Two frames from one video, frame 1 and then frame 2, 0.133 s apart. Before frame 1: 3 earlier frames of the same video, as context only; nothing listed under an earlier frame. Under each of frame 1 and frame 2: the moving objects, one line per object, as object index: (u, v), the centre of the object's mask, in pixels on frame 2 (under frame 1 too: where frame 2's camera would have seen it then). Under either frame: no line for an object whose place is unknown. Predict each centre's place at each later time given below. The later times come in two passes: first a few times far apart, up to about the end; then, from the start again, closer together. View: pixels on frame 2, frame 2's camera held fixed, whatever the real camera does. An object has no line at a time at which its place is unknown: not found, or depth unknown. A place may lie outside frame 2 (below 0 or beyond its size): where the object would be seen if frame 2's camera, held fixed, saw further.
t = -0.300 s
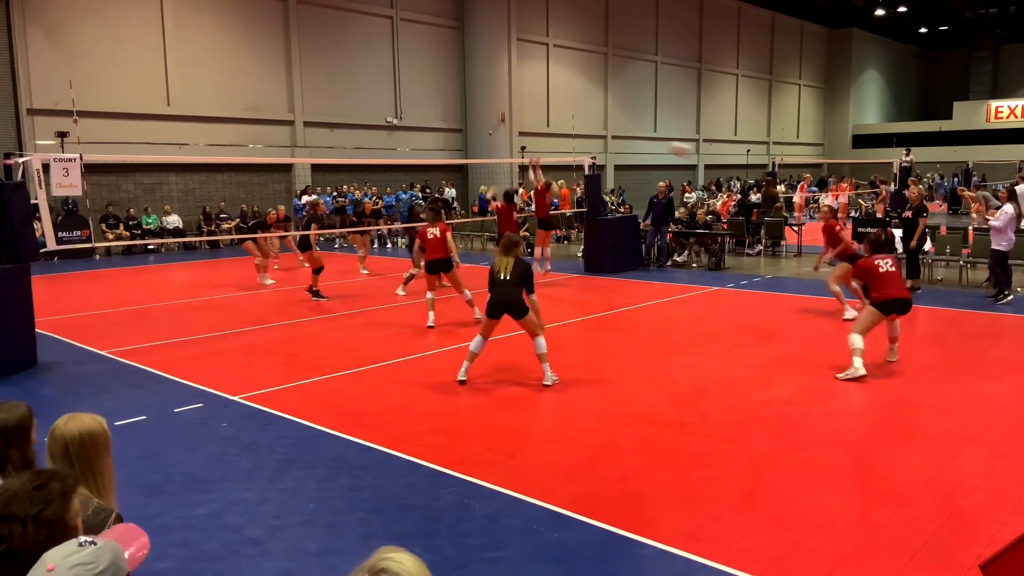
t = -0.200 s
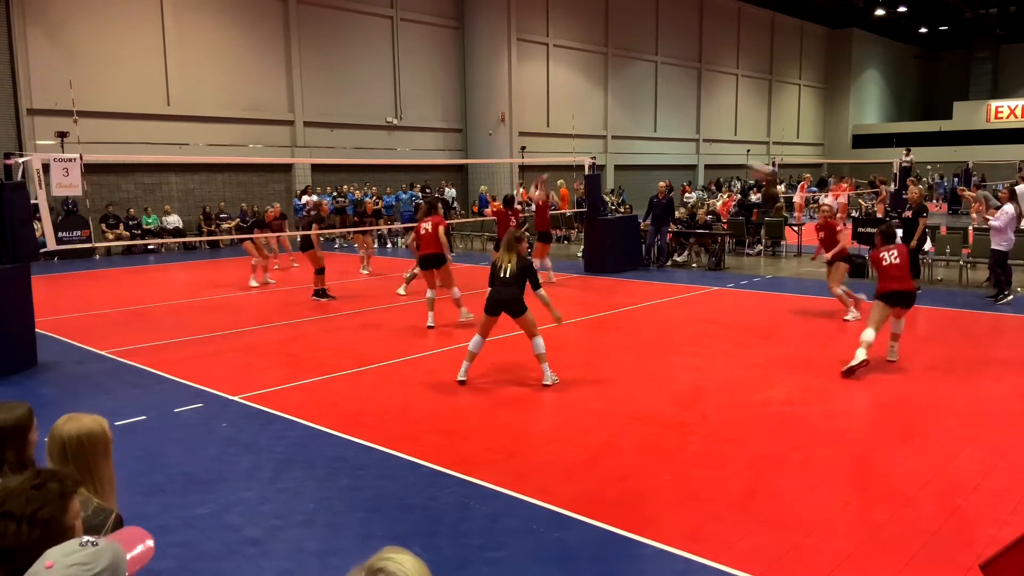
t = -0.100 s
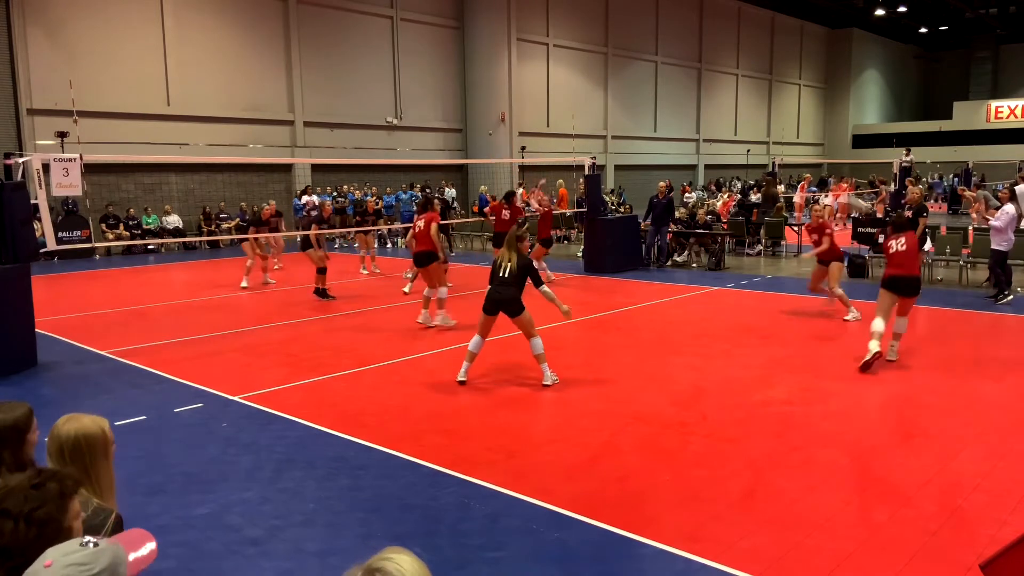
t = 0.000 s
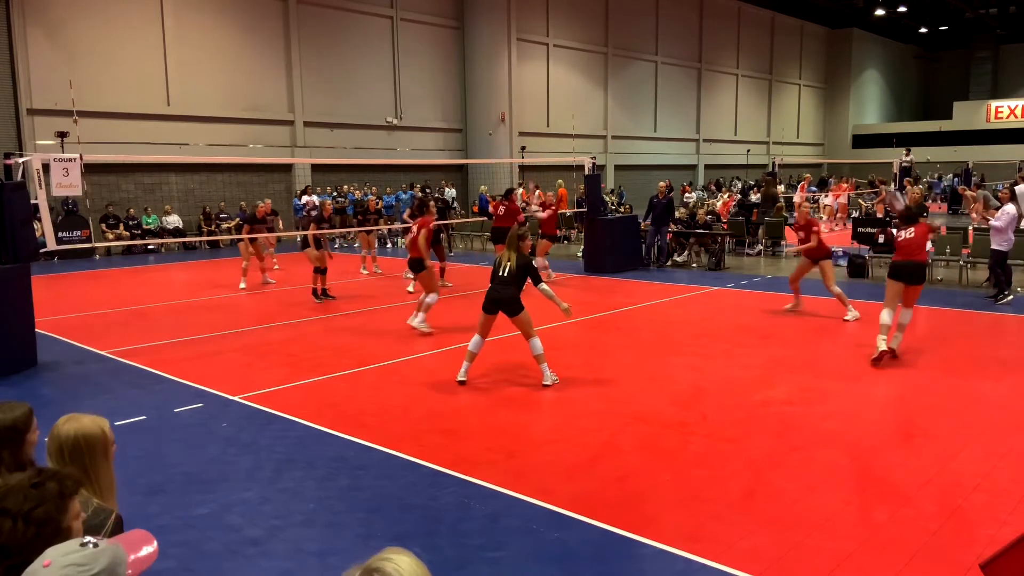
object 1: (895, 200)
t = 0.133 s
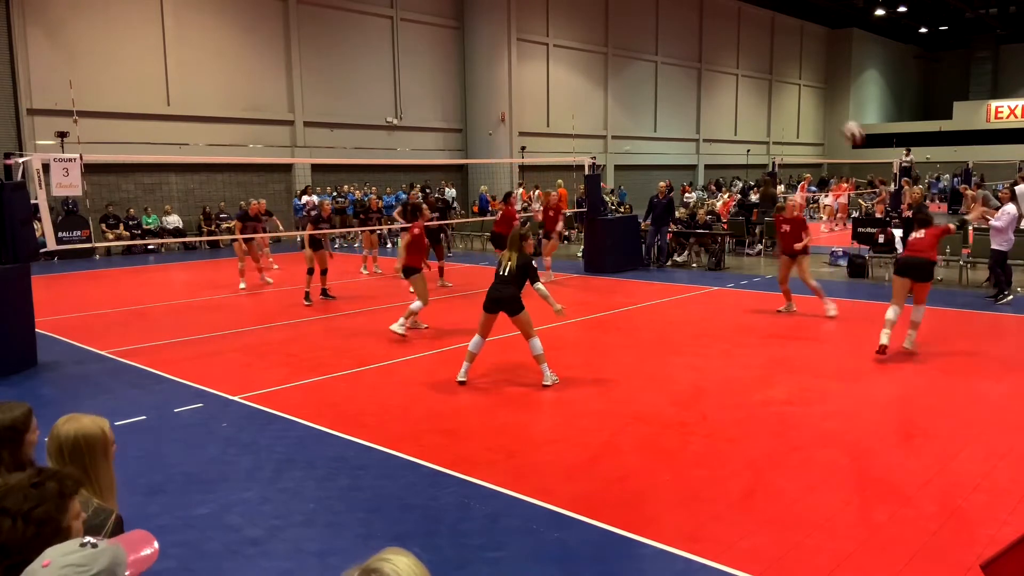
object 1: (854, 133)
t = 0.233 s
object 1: (820, 93)
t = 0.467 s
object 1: (748, 39)
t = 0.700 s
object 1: (685, 33)
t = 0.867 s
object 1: (645, 51)
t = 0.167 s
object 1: (842, 118)
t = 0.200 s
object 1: (830, 104)
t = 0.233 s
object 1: (820, 93)
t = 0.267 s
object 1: (808, 82)
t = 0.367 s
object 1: (778, 56)
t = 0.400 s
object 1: (767, 49)
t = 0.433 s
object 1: (758, 44)
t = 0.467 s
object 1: (748, 39)
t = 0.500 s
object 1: (738, 36)
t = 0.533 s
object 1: (729, 33)
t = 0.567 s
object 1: (720, 32)
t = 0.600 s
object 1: (711, 30)
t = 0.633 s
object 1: (702, 30)
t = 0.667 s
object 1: (694, 31)
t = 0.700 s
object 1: (685, 33)
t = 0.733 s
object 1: (676, 34)
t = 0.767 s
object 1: (669, 37)
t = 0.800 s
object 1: (661, 41)
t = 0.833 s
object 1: (653, 45)
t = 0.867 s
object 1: (645, 51)
